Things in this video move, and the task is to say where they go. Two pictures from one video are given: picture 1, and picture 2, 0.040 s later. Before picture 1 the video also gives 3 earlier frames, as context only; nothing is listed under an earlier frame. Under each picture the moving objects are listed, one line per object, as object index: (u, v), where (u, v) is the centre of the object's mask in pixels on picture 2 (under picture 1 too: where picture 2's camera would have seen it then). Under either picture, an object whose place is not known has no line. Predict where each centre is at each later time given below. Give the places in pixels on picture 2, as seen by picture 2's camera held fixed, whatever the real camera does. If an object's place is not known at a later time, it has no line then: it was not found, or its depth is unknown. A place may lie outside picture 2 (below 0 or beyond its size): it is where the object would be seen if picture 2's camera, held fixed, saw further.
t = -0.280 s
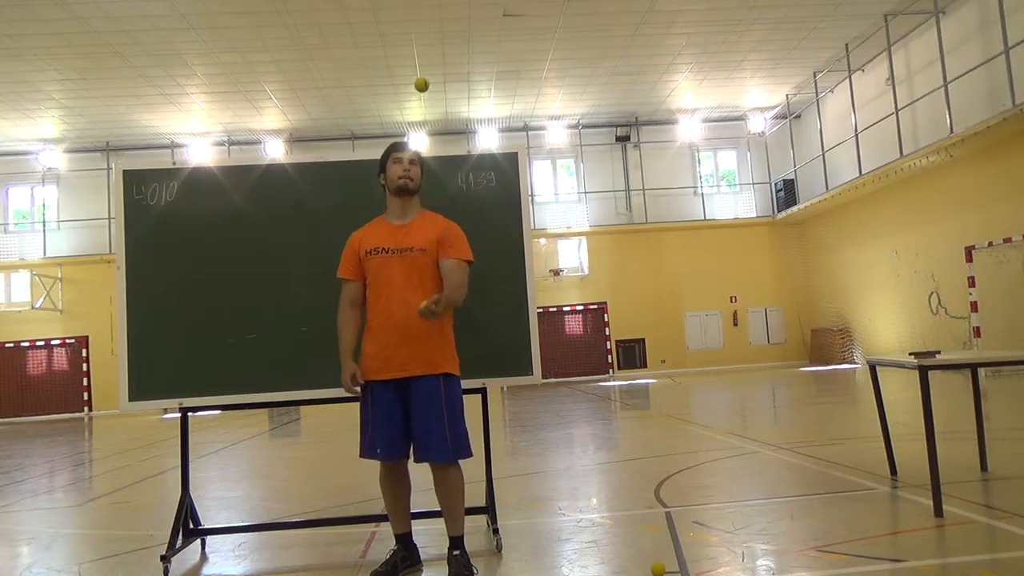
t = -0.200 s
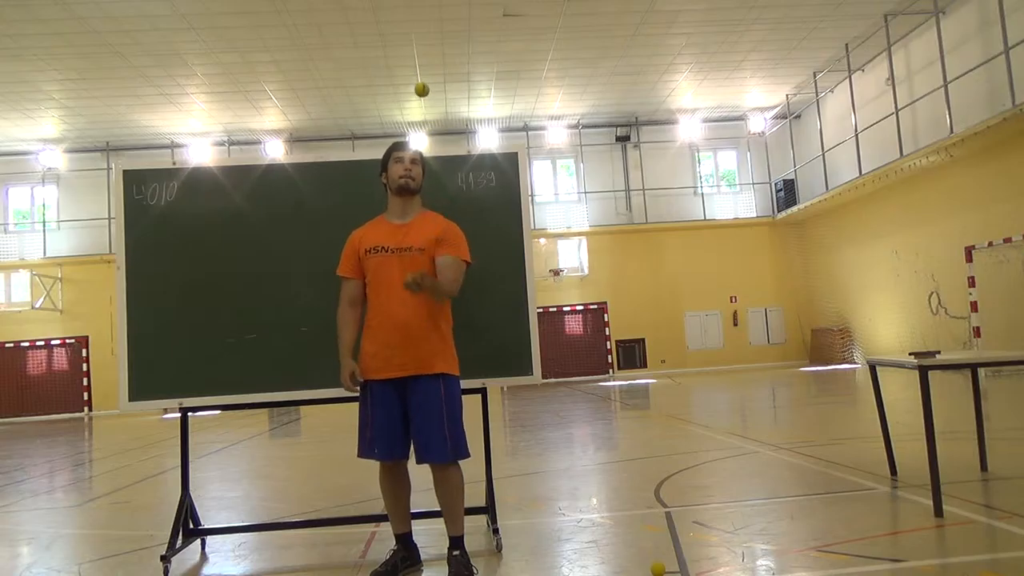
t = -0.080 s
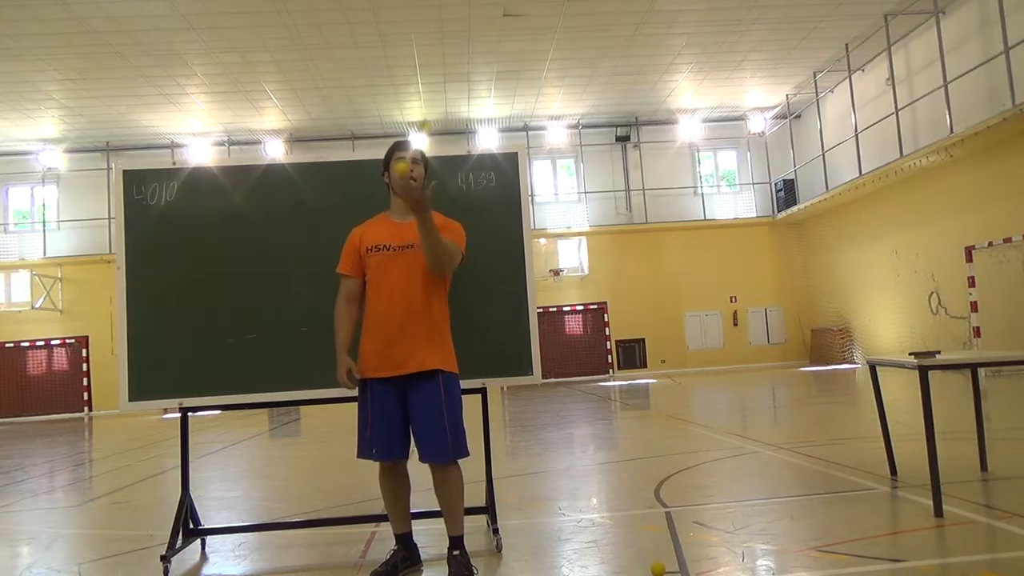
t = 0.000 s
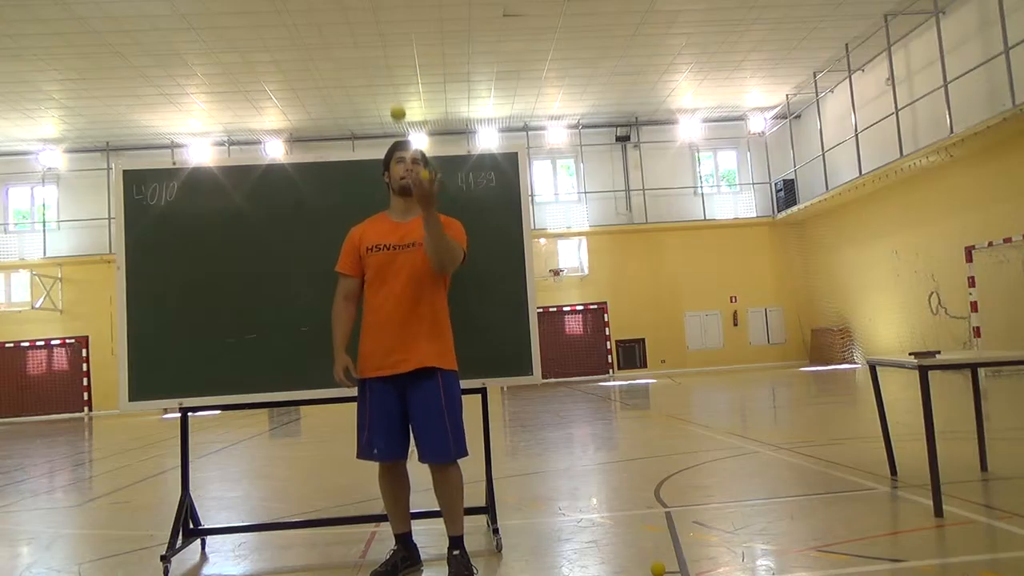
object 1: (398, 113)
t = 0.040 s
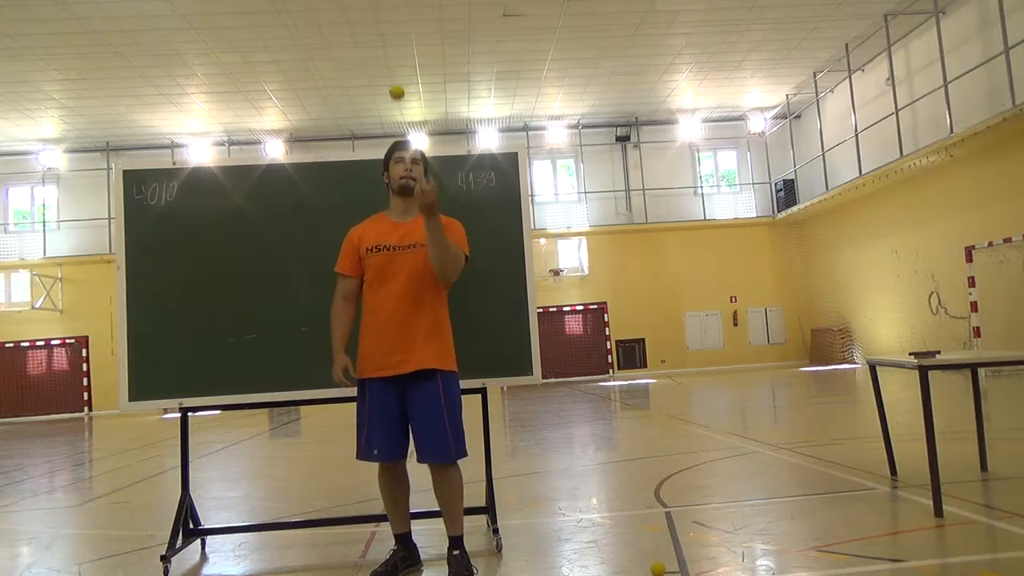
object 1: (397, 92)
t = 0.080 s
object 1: (396, 75)
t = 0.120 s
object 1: (395, 62)
